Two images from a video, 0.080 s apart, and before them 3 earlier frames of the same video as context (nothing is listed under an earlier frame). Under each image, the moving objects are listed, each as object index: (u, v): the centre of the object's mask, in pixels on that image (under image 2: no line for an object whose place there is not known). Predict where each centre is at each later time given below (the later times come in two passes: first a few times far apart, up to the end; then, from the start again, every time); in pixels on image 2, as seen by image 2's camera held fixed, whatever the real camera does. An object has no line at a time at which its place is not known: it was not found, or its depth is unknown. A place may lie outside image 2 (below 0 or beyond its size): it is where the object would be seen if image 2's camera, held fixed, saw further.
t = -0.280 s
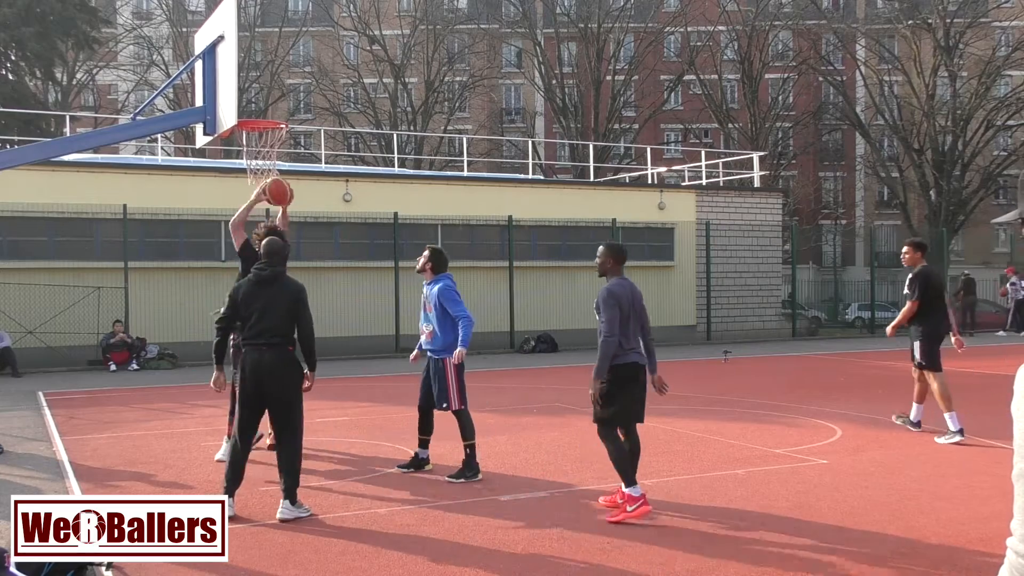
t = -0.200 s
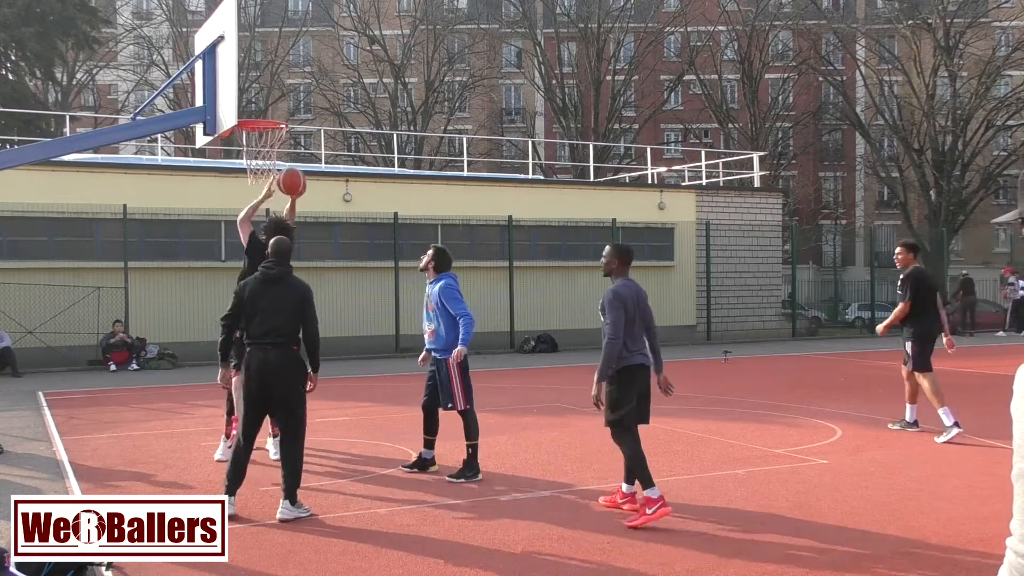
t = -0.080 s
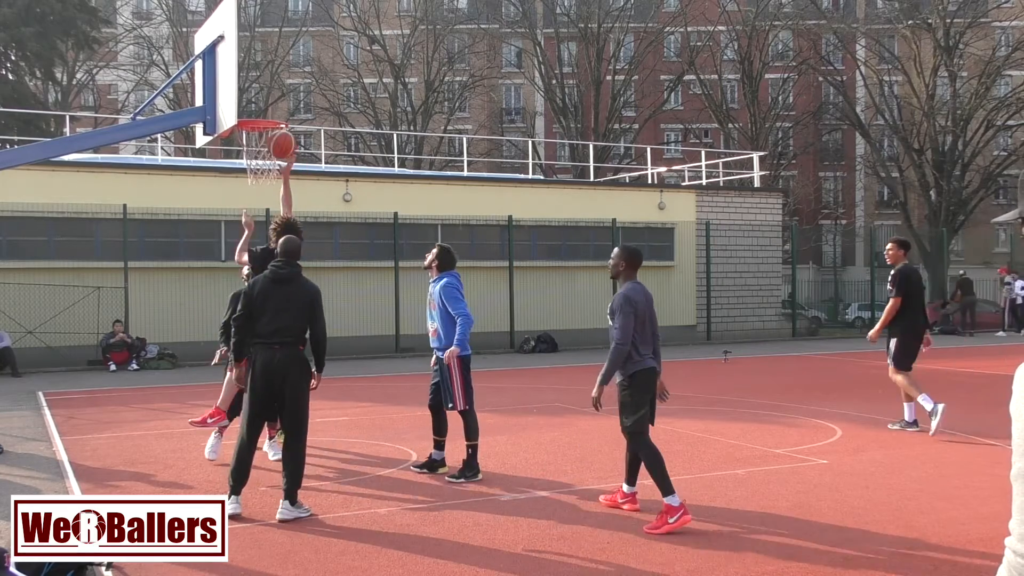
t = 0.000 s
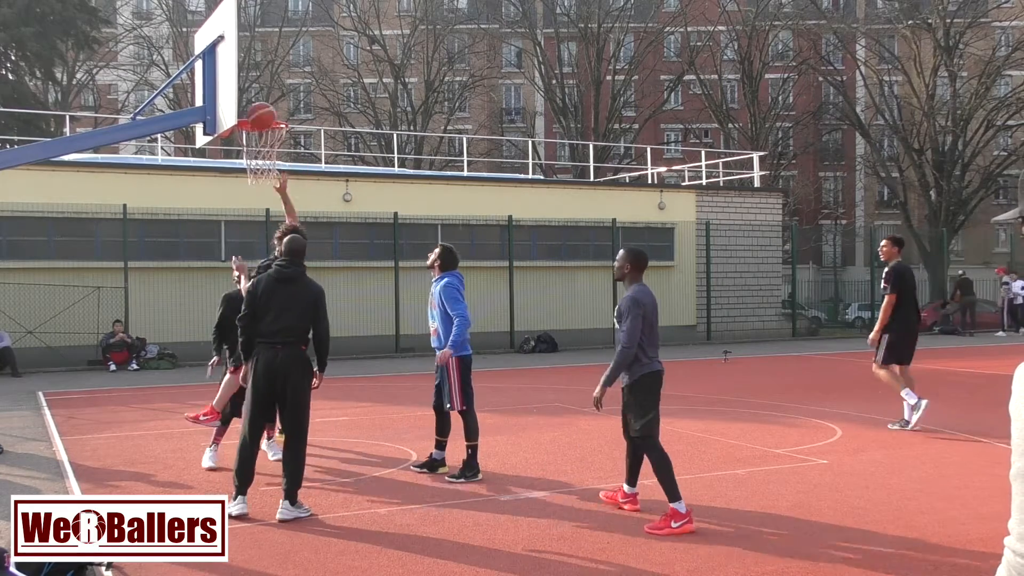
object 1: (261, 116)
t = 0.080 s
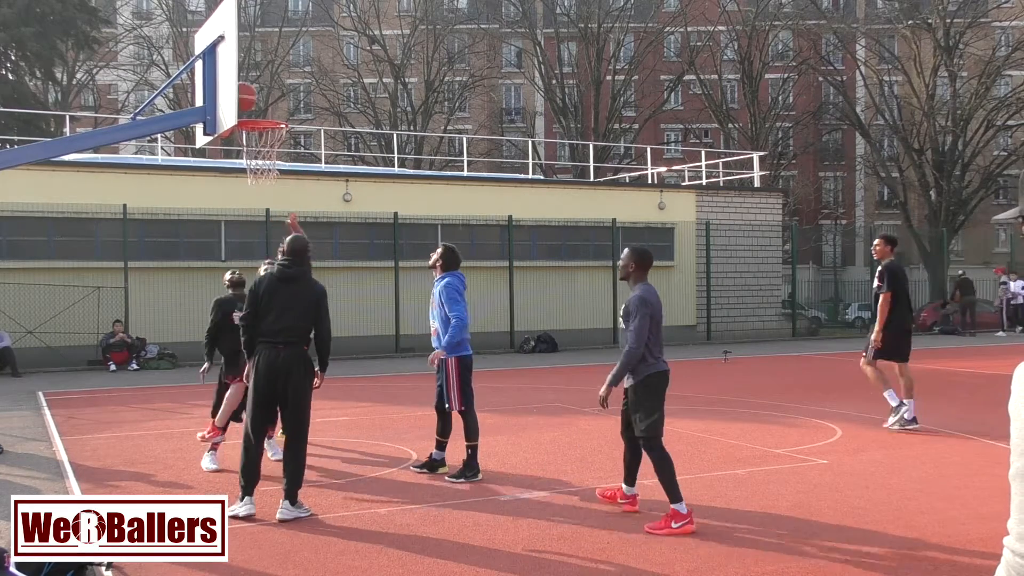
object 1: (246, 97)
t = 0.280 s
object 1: (259, 101)
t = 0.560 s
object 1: (249, 163)
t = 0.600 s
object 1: (245, 171)
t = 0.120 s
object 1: (245, 92)
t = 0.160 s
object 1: (247, 92)
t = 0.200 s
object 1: (250, 93)
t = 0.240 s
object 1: (254, 96)
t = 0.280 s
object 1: (259, 101)
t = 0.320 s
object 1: (263, 107)
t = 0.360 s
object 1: (268, 112)
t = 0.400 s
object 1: (273, 126)
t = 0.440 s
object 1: (268, 135)
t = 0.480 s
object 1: (261, 141)
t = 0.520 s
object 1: (255, 151)
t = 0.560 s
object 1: (249, 163)
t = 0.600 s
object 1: (245, 171)
